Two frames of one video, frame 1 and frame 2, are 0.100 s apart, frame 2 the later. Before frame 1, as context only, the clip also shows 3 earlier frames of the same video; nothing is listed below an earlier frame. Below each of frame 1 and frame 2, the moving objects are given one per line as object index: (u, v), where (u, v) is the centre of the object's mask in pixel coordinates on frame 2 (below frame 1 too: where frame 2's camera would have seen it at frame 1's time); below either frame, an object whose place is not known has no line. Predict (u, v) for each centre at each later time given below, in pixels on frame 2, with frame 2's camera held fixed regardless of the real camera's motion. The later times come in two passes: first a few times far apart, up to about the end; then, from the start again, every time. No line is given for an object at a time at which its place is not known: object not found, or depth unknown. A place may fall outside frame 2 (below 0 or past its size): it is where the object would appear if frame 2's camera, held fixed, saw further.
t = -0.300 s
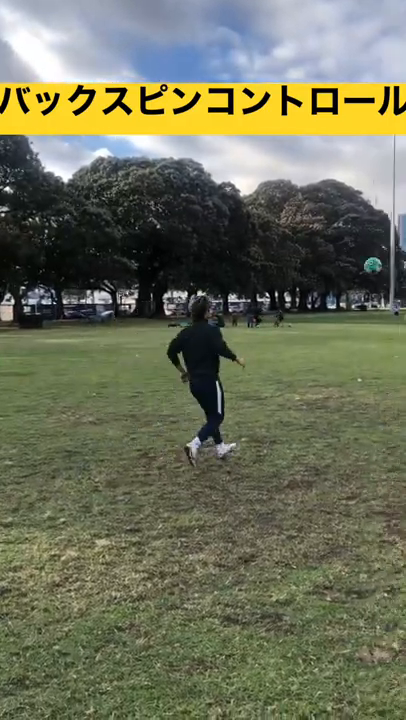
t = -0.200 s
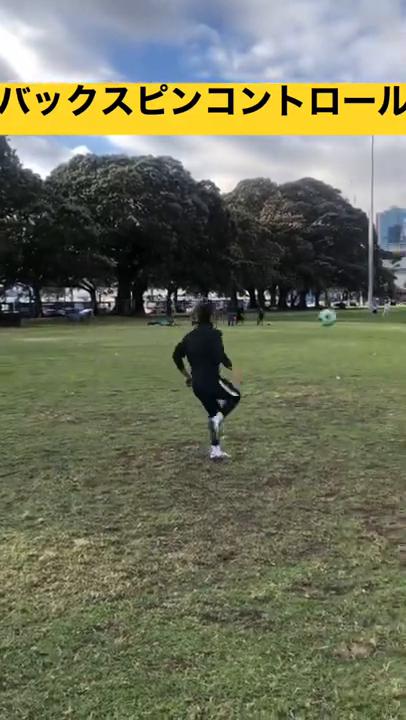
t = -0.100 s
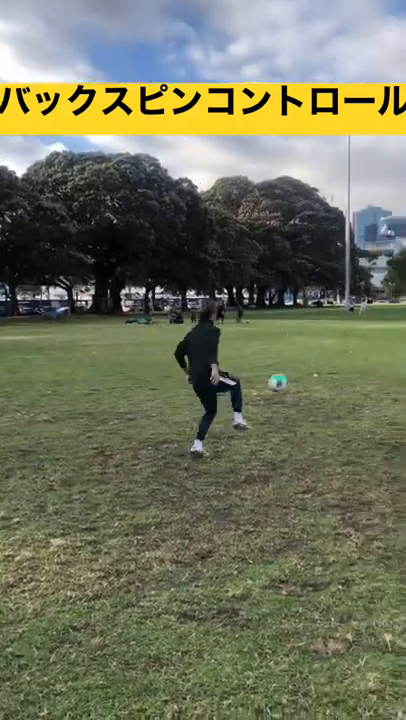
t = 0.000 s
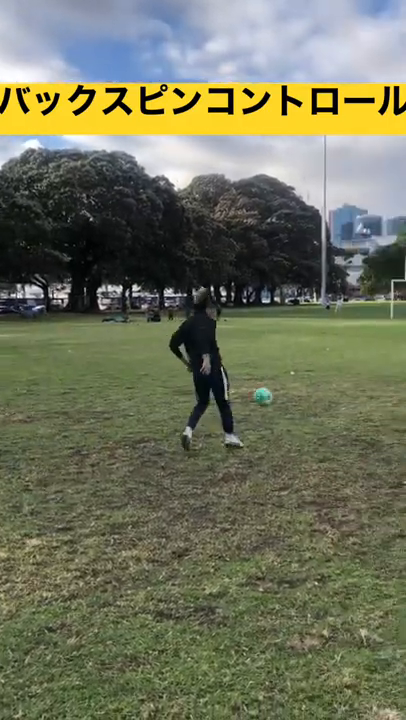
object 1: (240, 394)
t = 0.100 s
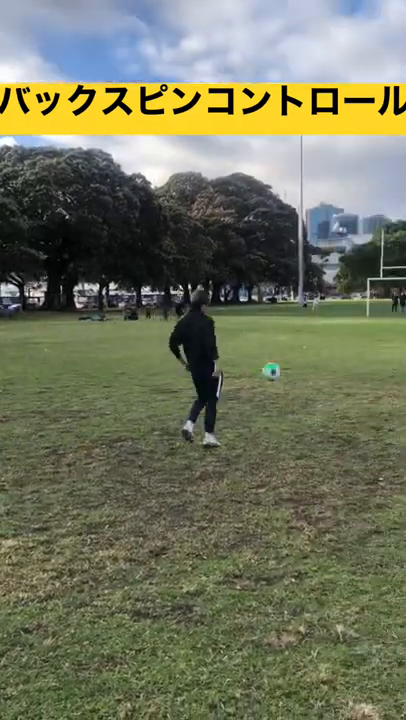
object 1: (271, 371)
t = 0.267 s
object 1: (320, 351)
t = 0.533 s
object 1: (391, 366)
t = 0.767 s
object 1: (443, 408)
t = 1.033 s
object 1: (462, 377)
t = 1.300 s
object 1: (481, 400)
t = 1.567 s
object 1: (503, 400)
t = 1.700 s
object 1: (515, 403)
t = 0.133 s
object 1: (282, 366)
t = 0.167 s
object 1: (291, 361)
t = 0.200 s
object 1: (301, 356)
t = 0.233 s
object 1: (310, 354)
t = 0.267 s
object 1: (320, 351)
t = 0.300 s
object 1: (330, 351)
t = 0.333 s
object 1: (339, 350)
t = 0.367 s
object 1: (347, 351)
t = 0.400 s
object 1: (357, 352)
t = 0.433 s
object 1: (365, 354)
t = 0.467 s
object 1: (373, 357)
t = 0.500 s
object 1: (382, 360)
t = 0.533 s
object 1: (391, 366)
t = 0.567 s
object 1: (399, 370)
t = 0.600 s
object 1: (407, 377)
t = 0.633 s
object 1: (415, 383)
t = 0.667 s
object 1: (423, 391)
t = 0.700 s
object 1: (431, 399)
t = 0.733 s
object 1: (439, 408)
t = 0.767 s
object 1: (443, 408)
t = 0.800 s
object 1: (445, 401)
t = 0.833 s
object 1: (448, 395)
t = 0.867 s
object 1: (450, 391)
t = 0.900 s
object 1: (453, 386)
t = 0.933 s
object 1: (455, 383)
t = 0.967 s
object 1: (457, 380)
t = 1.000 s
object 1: (459, 378)
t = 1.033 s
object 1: (462, 377)
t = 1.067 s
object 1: (464, 377)
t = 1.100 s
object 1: (466, 378)
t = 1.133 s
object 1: (469, 379)
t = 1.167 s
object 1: (471, 381)
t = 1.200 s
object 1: (473, 385)
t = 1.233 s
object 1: (475, 389)
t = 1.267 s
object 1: (478, 394)
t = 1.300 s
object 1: (481, 400)
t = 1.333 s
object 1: (484, 407)
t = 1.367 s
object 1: (487, 414)
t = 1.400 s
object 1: (490, 415)
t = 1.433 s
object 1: (492, 411)
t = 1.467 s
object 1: (495, 407)
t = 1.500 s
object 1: (498, 404)
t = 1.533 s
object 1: (500, 401)
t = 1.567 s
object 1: (503, 400)
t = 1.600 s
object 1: (506, 399)
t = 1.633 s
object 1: (509, 399)
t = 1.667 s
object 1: (512, 400)
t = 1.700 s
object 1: (515, 403)
